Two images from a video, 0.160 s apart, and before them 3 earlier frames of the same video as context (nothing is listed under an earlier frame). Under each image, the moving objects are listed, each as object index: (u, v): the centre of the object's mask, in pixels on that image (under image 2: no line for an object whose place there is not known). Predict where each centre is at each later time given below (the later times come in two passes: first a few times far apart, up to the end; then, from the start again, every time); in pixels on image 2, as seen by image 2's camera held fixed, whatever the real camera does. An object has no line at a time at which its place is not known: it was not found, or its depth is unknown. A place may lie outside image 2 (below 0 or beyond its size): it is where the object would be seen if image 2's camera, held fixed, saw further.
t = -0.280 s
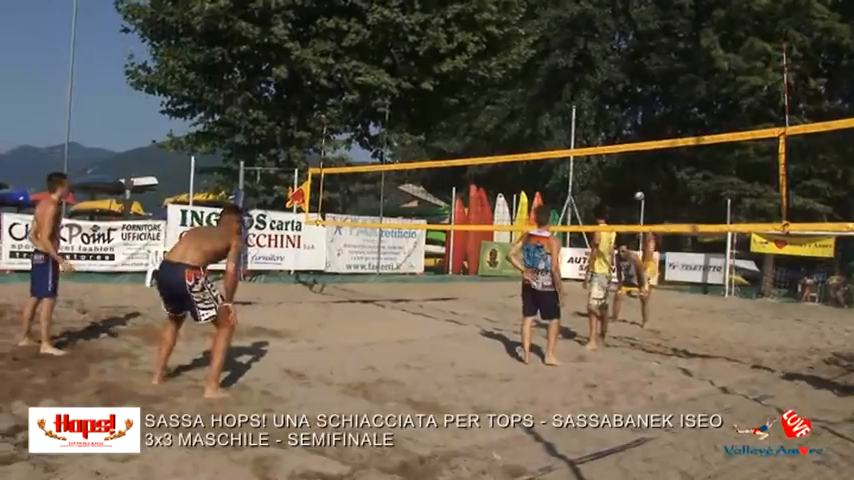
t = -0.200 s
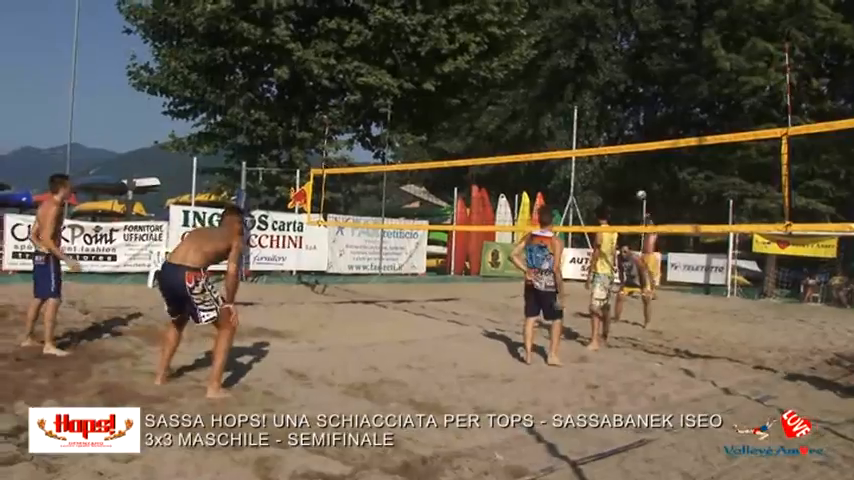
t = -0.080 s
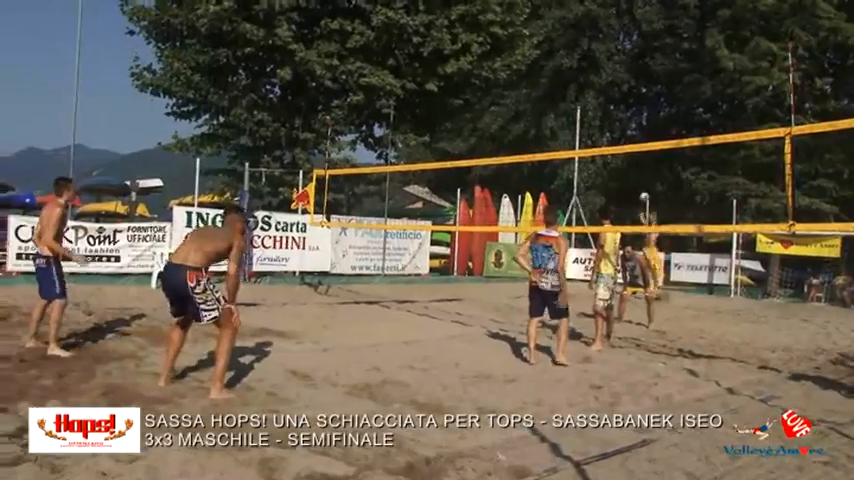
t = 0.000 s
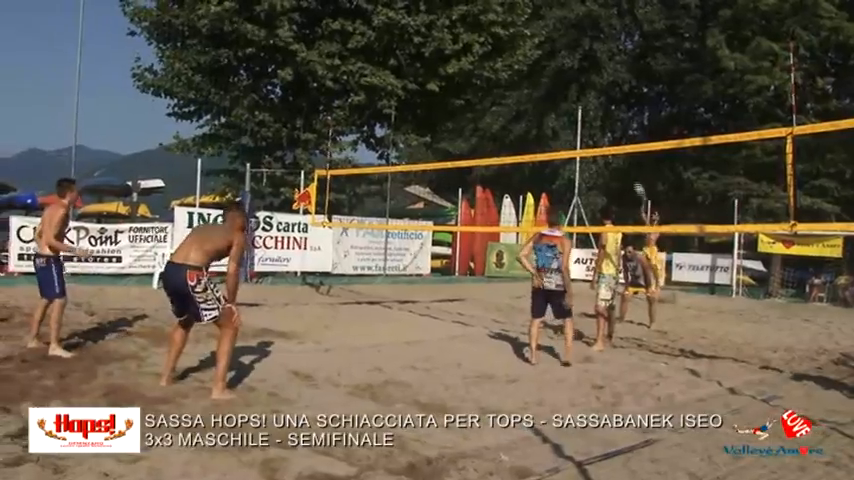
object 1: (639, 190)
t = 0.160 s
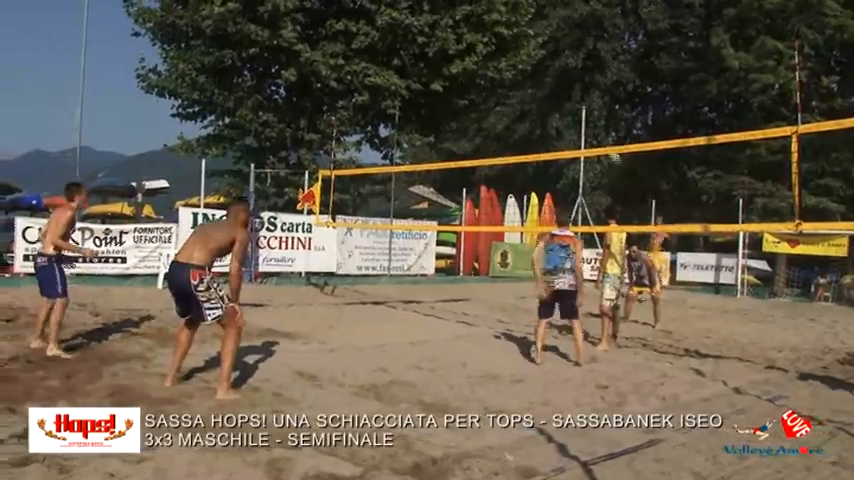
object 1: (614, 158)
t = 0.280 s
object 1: (588, 134)
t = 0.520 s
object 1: (520, 99)
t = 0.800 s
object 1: (388, 95)
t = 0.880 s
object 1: (334, 111)
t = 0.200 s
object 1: (605, 145)
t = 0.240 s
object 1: (596, 140)
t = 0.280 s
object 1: (588, 134)
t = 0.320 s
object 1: (576, 126)
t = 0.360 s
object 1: (567, 120)
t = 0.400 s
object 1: (556, 114)
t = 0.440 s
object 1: (544, 109)
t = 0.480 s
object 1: (532, 103)
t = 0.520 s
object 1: (520, 99)
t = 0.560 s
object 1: (505, 95)
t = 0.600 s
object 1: (489, 91)
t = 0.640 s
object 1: (472, 89)
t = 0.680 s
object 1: (453, 87)
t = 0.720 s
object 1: (433, 88)
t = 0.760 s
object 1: (410, 91)
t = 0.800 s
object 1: (388, 95)
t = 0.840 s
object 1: (362, 102)
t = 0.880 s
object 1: (334, 111)
